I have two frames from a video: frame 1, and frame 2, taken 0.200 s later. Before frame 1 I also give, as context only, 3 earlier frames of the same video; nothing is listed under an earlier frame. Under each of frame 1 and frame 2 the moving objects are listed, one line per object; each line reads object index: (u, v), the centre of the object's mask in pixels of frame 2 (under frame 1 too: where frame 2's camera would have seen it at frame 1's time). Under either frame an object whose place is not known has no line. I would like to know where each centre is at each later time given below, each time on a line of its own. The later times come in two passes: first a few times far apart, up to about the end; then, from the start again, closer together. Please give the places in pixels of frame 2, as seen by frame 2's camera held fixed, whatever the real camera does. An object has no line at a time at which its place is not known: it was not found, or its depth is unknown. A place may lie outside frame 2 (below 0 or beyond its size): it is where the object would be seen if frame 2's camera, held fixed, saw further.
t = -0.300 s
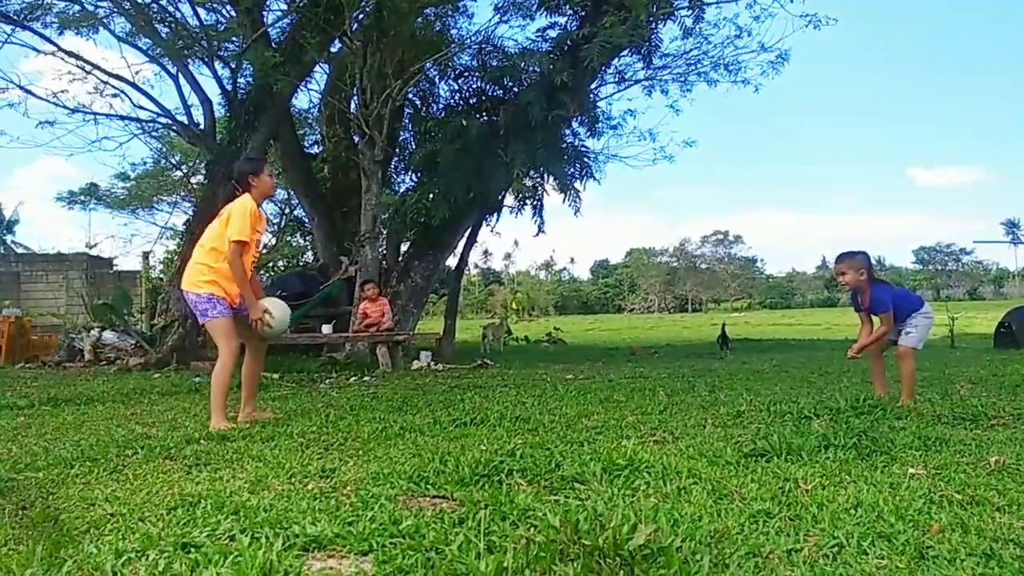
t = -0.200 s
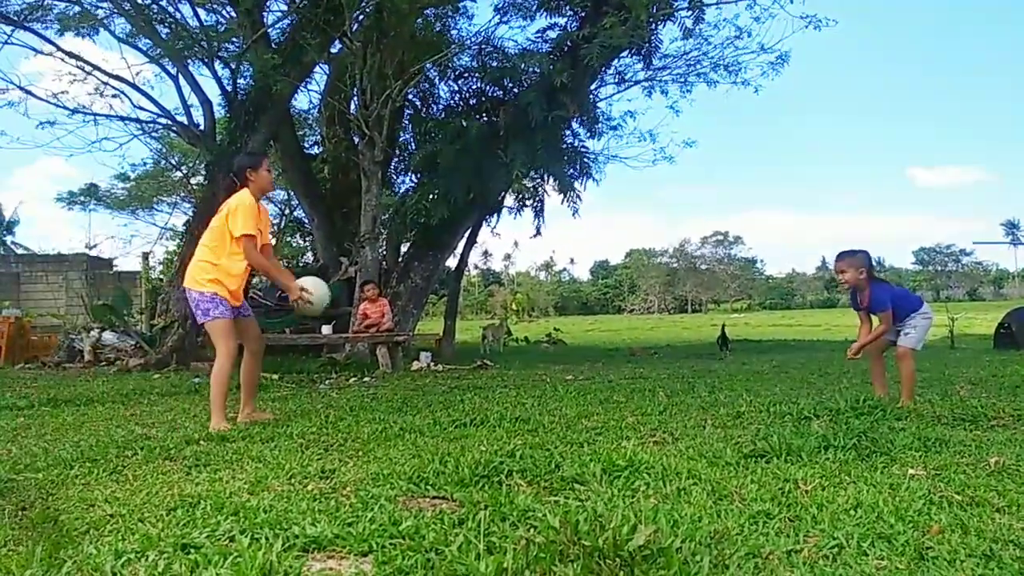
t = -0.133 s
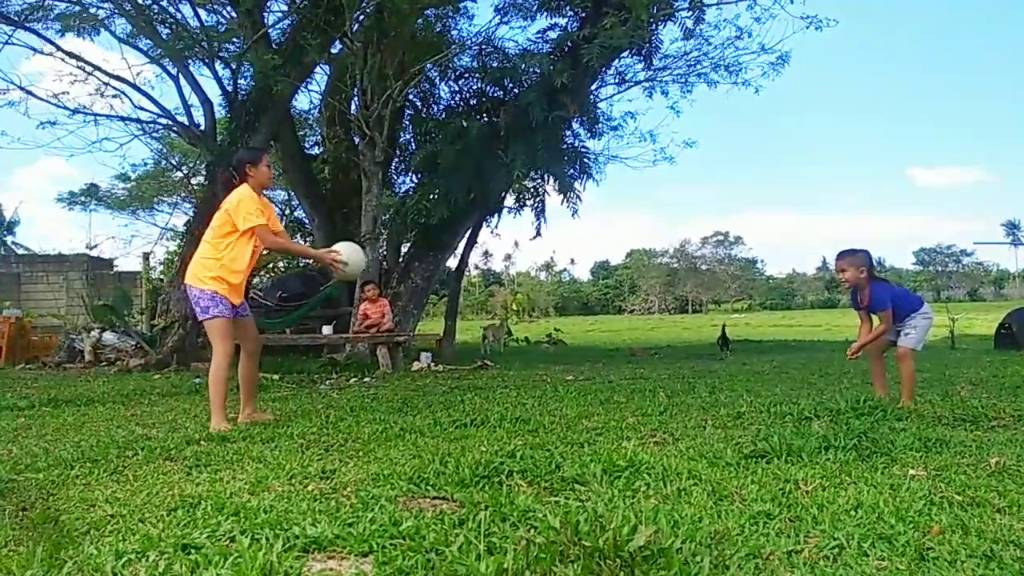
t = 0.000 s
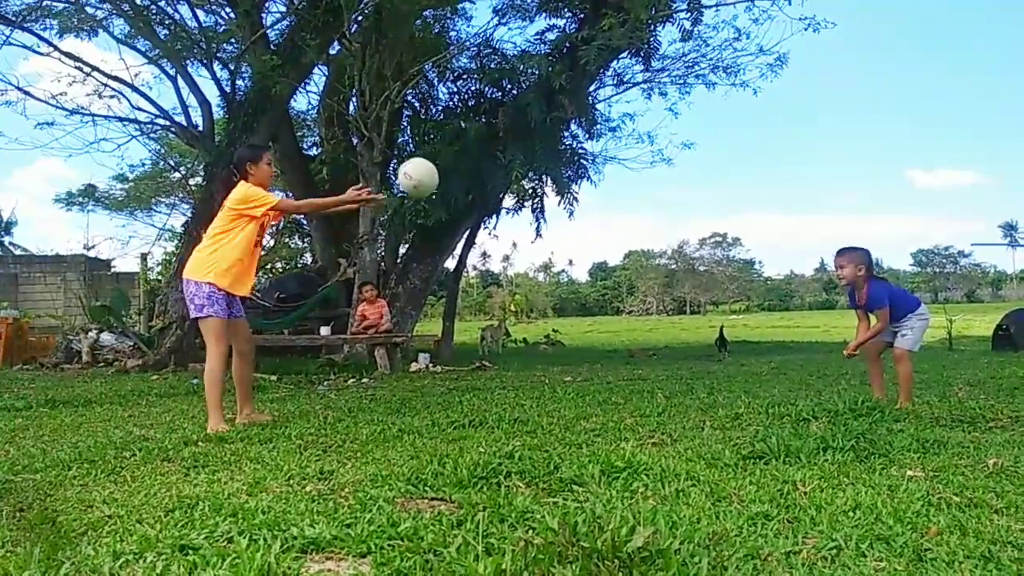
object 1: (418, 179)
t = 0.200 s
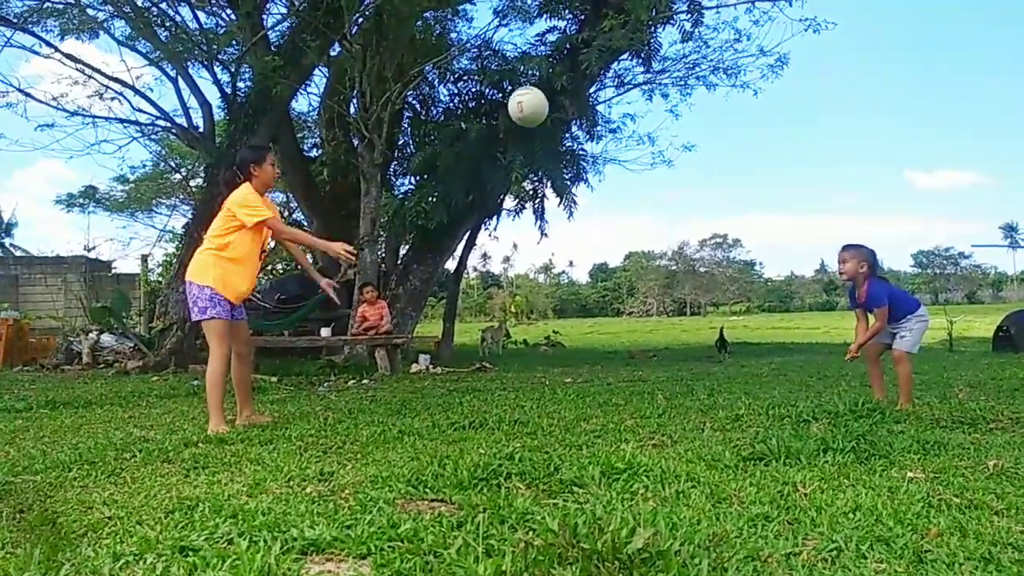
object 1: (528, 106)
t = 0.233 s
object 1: (546, 101)
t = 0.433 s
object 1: (657, 114)
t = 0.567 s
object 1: (732, 165)
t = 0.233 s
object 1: (546, 101)
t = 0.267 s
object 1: (565, 99)
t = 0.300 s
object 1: (583, 97)
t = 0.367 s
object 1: (620, 101)
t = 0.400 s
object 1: (639, 106)
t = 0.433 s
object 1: (657, 114)
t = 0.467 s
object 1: (675, 123)
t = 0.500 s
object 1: (694, 135)
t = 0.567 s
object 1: (732, 165)
